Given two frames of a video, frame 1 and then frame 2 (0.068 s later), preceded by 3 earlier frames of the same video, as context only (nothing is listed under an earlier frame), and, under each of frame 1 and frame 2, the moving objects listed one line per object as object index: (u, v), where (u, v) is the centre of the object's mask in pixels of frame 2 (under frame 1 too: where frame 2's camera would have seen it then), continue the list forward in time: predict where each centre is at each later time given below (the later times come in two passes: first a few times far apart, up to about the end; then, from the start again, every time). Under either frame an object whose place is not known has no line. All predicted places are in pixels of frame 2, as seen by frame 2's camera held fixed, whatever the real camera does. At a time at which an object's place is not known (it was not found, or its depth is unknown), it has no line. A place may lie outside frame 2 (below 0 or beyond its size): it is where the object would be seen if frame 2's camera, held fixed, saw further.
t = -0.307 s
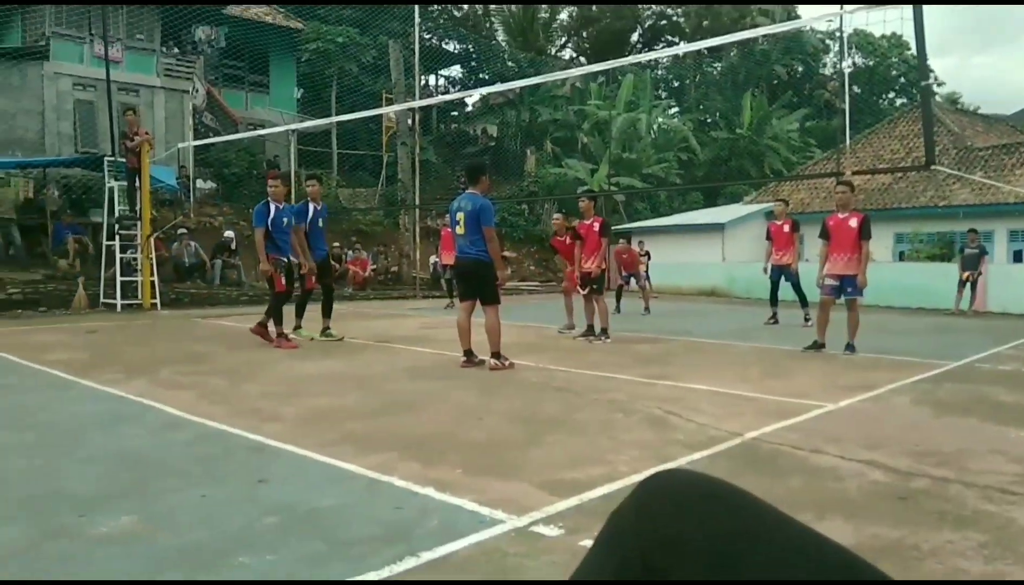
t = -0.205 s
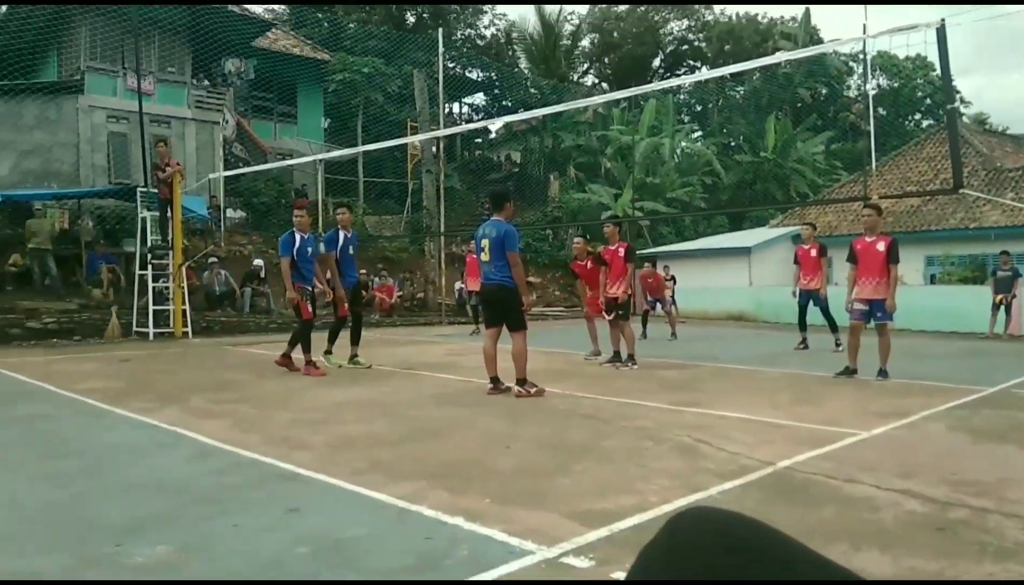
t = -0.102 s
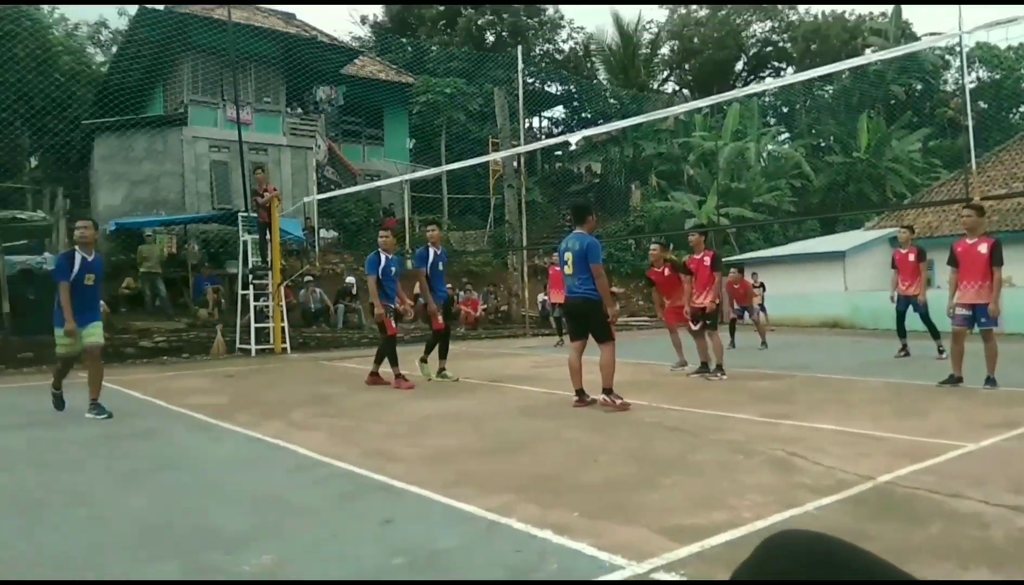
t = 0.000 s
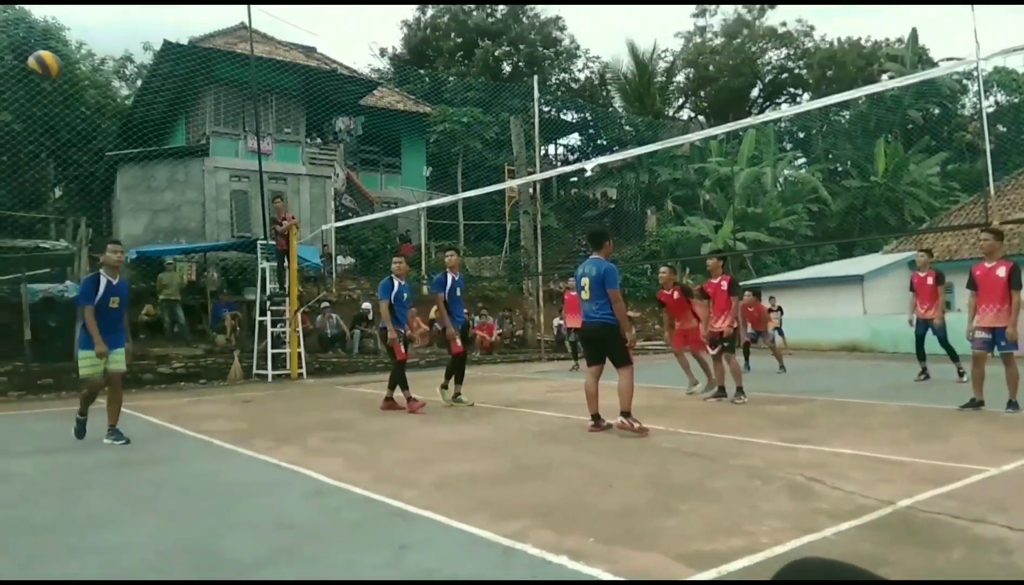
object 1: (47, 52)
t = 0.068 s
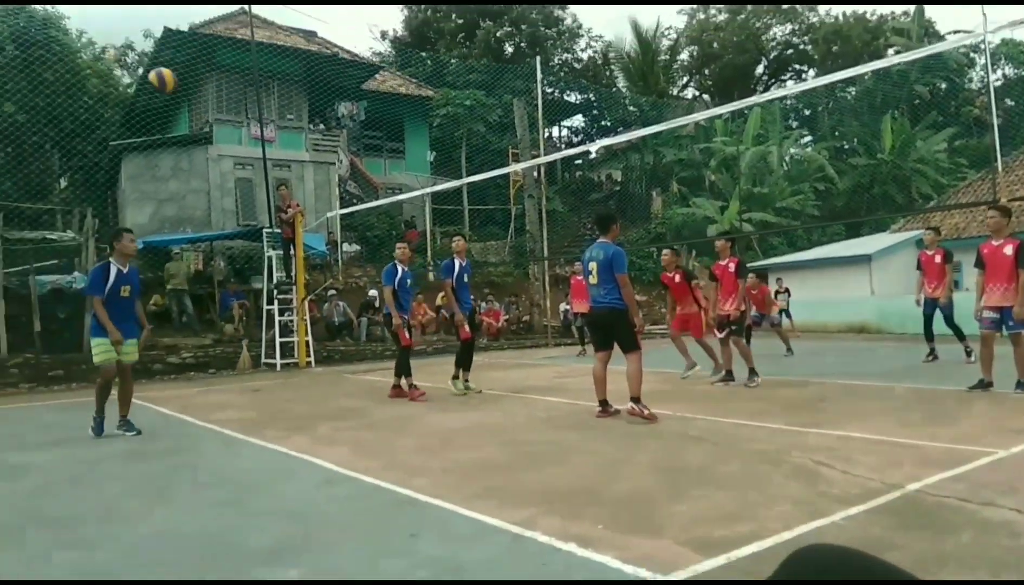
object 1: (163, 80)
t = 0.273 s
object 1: (397, 153)
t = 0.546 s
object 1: (446, 207)
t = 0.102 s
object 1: (213, 93)
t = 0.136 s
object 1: (257, 106)
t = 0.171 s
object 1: (297, 118)
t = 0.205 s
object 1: (334, 129)
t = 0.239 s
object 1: (367, 140)
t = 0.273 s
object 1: (397, 153)
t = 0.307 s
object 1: (426, 164)
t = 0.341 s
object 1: (451, 176)
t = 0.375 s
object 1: (461, 183)
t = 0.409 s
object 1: (461, 186)
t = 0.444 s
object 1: (457, 191)
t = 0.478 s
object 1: (454, 196)
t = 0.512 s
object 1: (450, 201)
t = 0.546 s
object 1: (446, 207)
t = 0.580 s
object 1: (443, 214)
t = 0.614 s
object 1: (439, 222)
